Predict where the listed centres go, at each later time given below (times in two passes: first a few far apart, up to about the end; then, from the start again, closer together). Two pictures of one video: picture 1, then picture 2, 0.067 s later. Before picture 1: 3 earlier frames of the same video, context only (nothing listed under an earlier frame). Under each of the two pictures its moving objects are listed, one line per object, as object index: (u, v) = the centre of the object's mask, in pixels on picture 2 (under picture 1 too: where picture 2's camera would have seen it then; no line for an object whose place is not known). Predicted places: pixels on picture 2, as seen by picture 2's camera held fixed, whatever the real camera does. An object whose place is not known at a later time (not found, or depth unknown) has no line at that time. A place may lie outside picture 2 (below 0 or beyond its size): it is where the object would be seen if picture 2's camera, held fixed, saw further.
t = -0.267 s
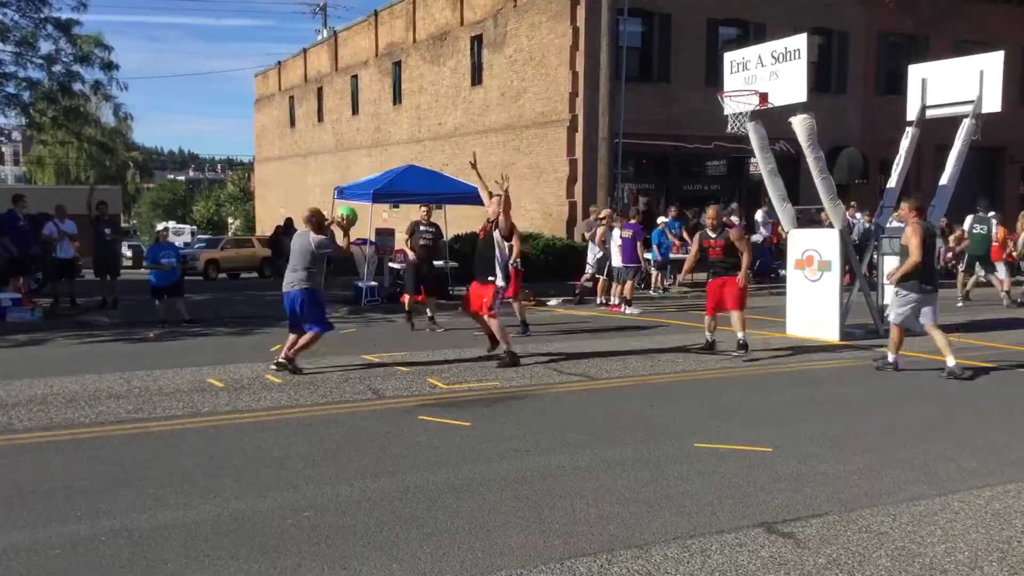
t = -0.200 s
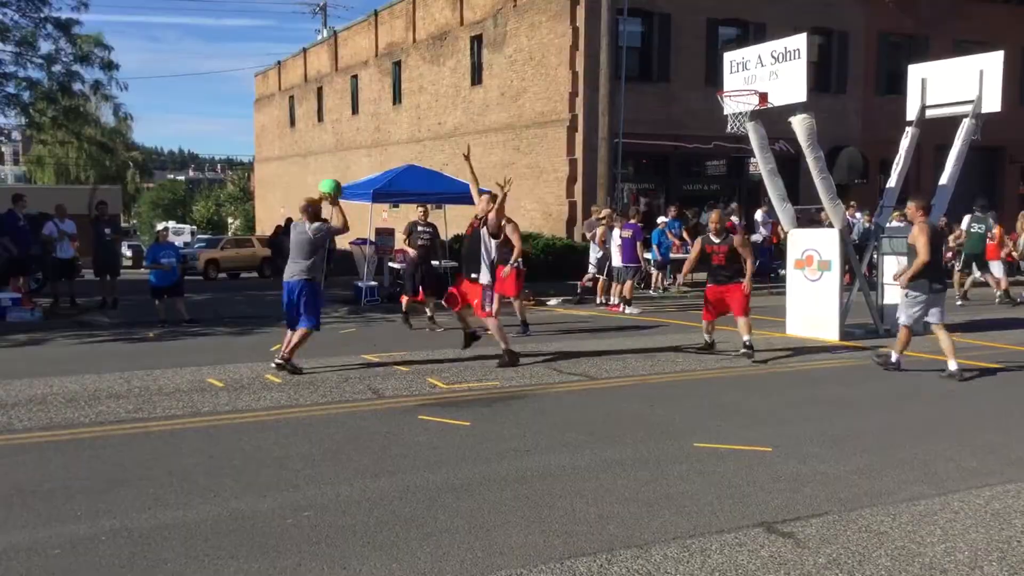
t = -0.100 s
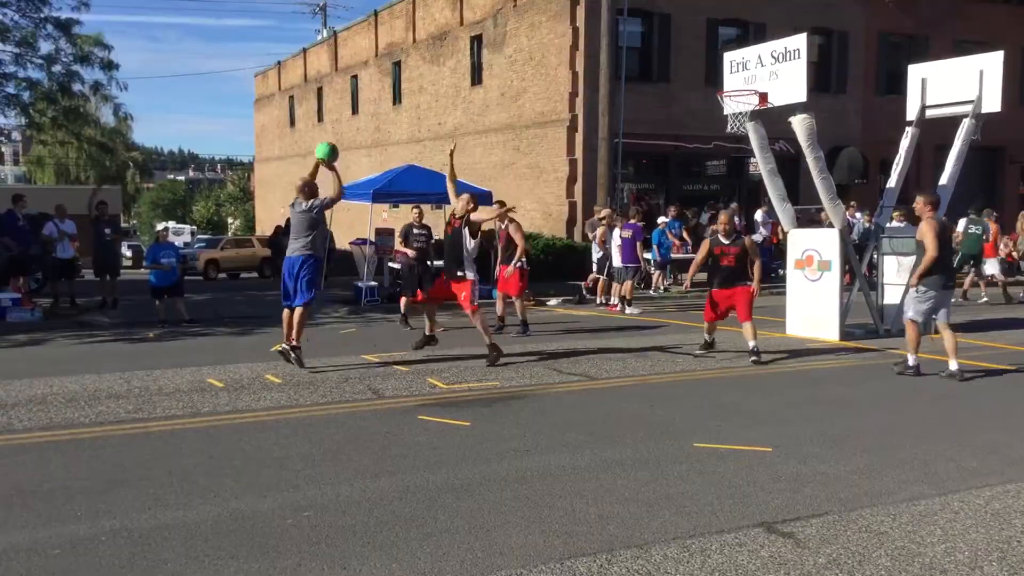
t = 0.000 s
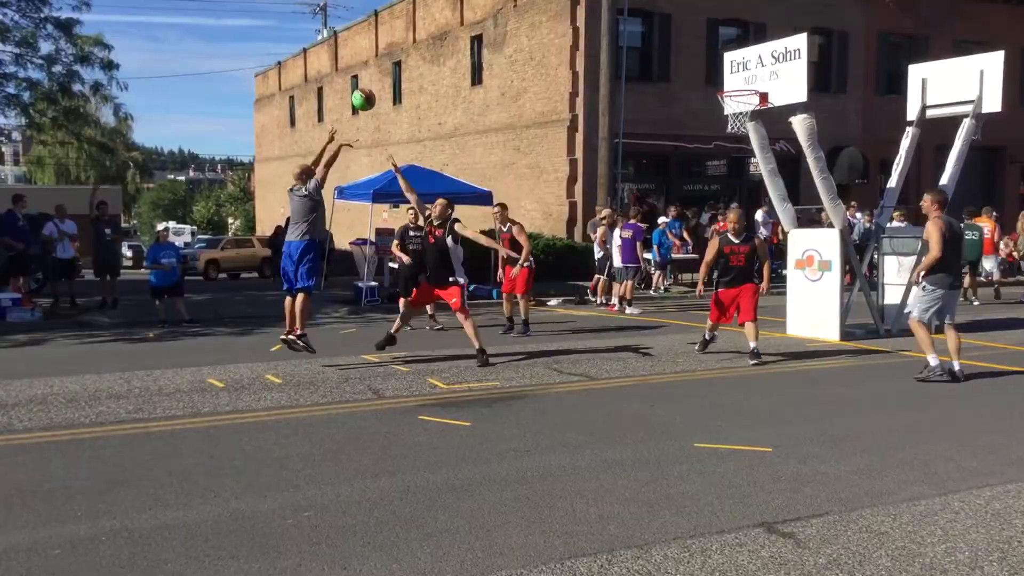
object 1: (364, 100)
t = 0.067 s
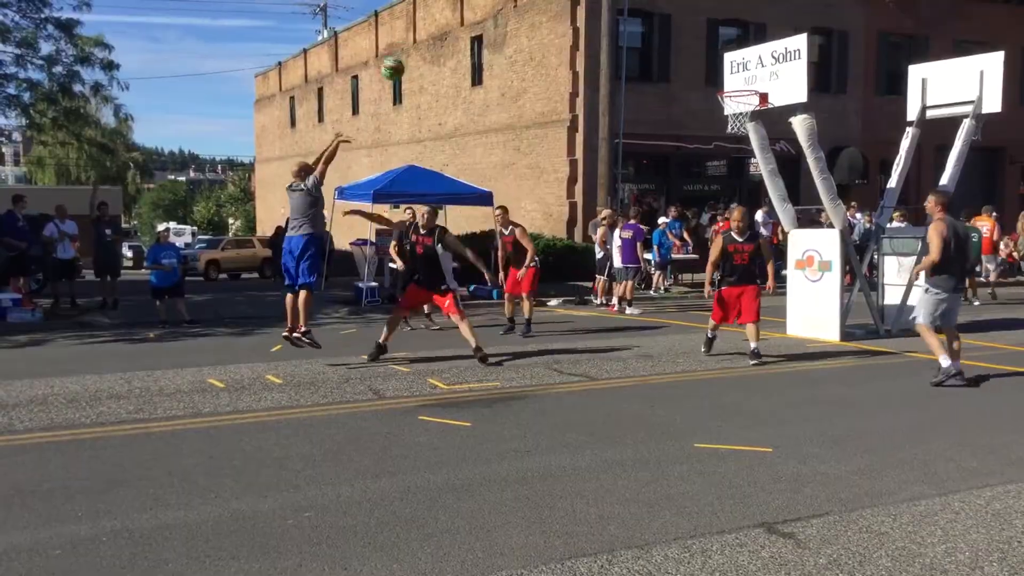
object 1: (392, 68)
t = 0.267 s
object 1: (474, 6)
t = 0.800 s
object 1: (662, 16)
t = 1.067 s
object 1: (720, 104)
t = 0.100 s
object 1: (406, 55)
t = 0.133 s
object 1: (420, 42)
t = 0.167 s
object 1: (434, 31)
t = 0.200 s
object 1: (447, 21)
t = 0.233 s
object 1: (461, 12)
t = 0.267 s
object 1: (474, 6)
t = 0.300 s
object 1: (487, 2)
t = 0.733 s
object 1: (639, 1)
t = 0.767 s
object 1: (651, 8)
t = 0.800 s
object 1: (662, 16)
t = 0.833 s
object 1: (672, 24)
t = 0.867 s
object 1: (682, 34)
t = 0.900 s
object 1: (692, 44)
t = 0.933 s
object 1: (702, 55)
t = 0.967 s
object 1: (711, 67)
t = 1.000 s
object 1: (720, 80)
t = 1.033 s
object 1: (727, 89)
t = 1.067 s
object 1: (720, 104)
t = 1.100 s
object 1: (717, 114)
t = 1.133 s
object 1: (710, 125)
